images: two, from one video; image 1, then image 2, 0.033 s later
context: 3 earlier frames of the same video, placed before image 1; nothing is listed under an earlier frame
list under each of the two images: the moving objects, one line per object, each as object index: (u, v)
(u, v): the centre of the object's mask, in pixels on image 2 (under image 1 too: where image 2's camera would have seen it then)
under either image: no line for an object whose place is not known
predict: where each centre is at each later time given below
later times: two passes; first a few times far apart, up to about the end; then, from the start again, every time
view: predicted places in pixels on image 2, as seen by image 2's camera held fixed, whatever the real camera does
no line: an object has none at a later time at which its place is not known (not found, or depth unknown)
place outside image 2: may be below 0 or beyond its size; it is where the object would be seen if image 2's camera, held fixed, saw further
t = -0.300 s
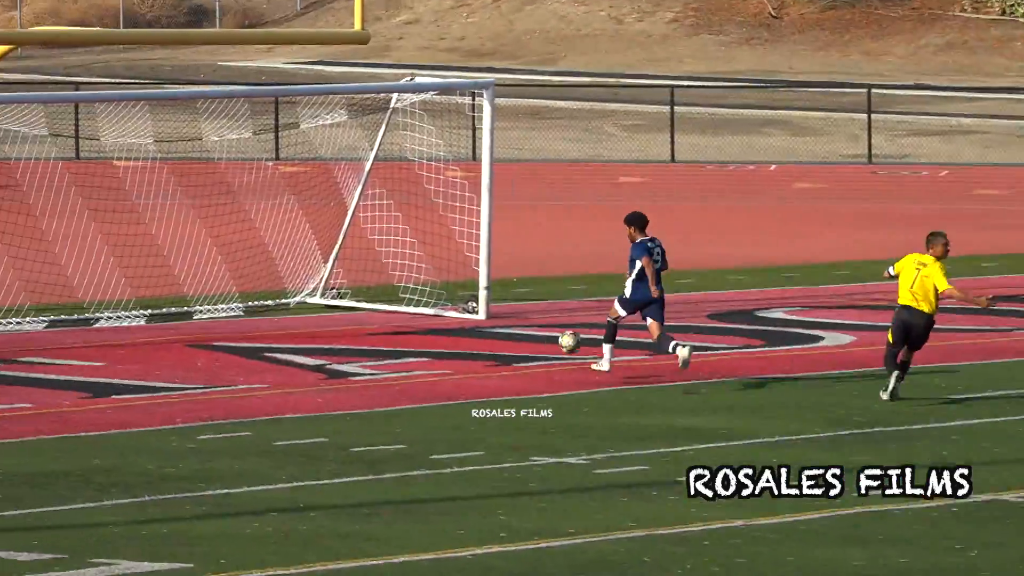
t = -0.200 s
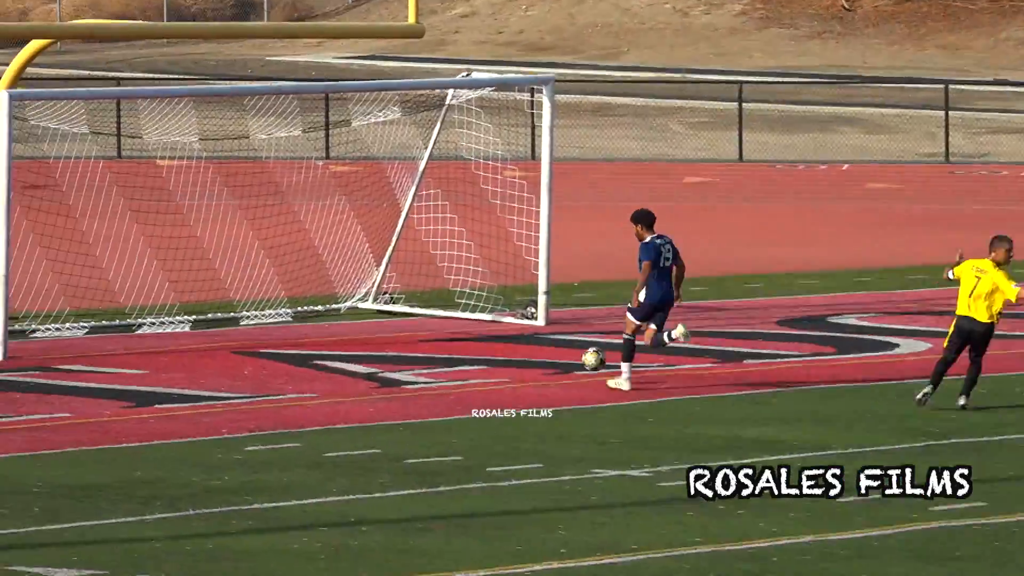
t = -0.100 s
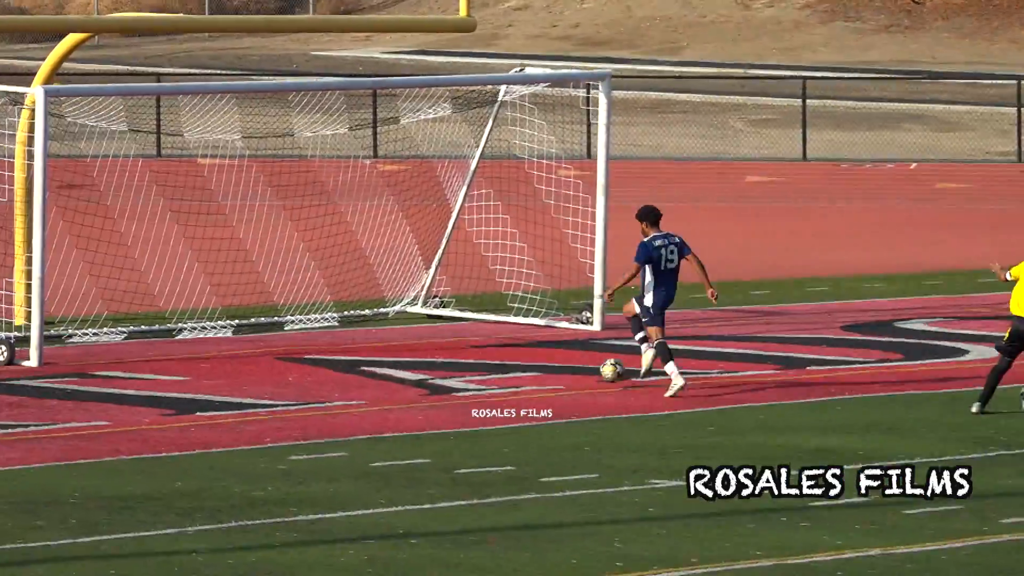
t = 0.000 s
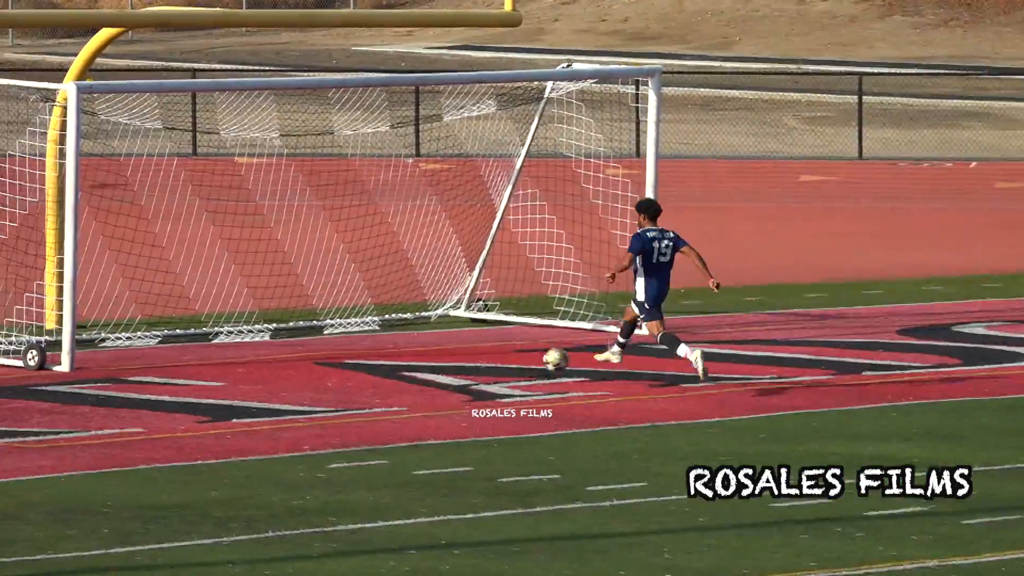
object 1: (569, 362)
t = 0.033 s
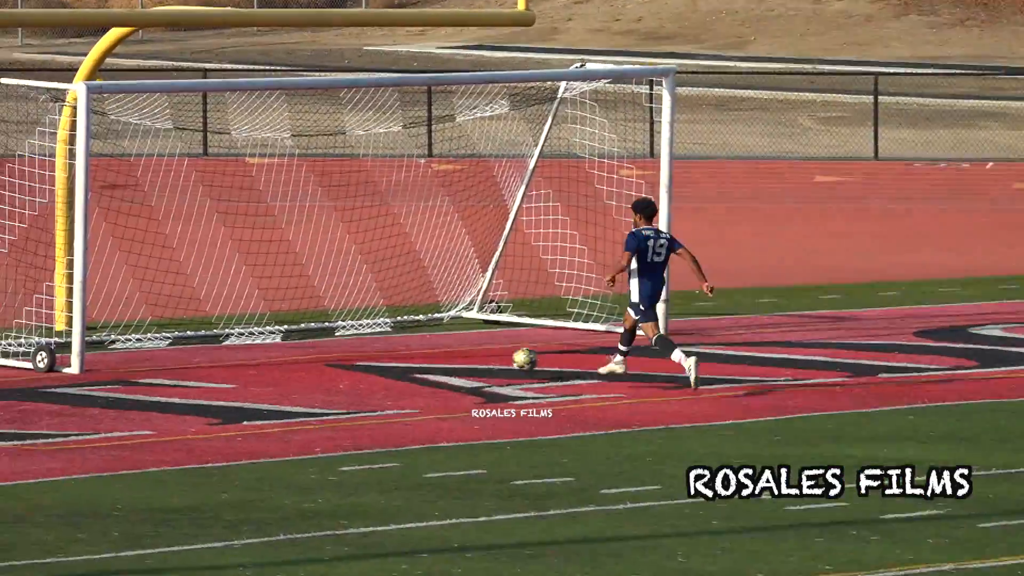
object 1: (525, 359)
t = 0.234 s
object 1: (287, 345)
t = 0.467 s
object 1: (103, 313)
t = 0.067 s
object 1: (480, 358)
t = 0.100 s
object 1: (438, 359)
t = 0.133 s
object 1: (398, 355)
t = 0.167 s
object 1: (360, 350)
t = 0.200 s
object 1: (323, 347)
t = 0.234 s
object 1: (287, 345)
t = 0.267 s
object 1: (253, 341)
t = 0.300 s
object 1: (218, 339)
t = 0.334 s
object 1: (185, 336)
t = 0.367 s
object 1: (157, 332)
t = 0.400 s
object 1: (134, 327)
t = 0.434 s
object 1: (117, 319)
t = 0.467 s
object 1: (103, 313)
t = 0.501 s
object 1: (101, 311)
